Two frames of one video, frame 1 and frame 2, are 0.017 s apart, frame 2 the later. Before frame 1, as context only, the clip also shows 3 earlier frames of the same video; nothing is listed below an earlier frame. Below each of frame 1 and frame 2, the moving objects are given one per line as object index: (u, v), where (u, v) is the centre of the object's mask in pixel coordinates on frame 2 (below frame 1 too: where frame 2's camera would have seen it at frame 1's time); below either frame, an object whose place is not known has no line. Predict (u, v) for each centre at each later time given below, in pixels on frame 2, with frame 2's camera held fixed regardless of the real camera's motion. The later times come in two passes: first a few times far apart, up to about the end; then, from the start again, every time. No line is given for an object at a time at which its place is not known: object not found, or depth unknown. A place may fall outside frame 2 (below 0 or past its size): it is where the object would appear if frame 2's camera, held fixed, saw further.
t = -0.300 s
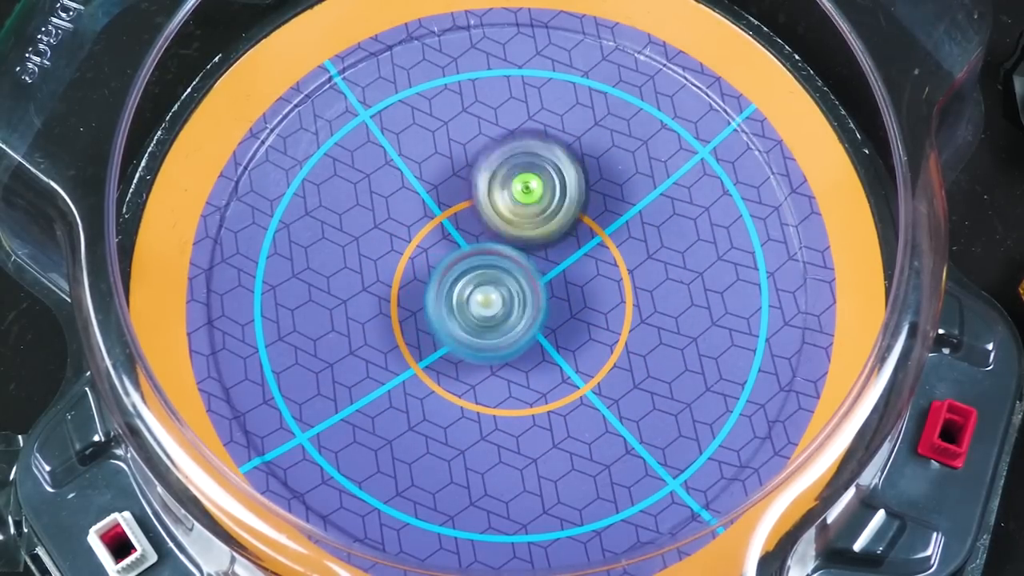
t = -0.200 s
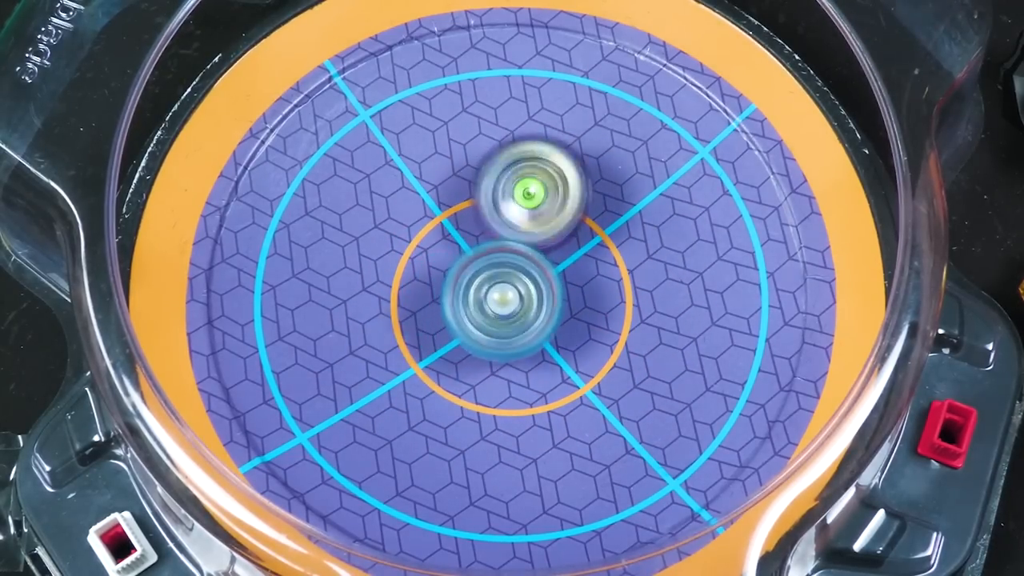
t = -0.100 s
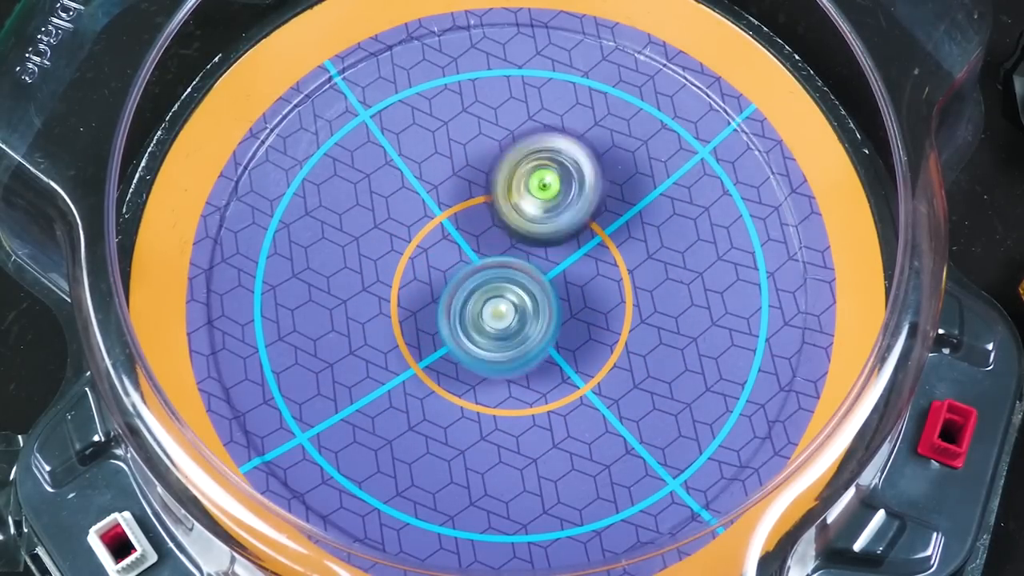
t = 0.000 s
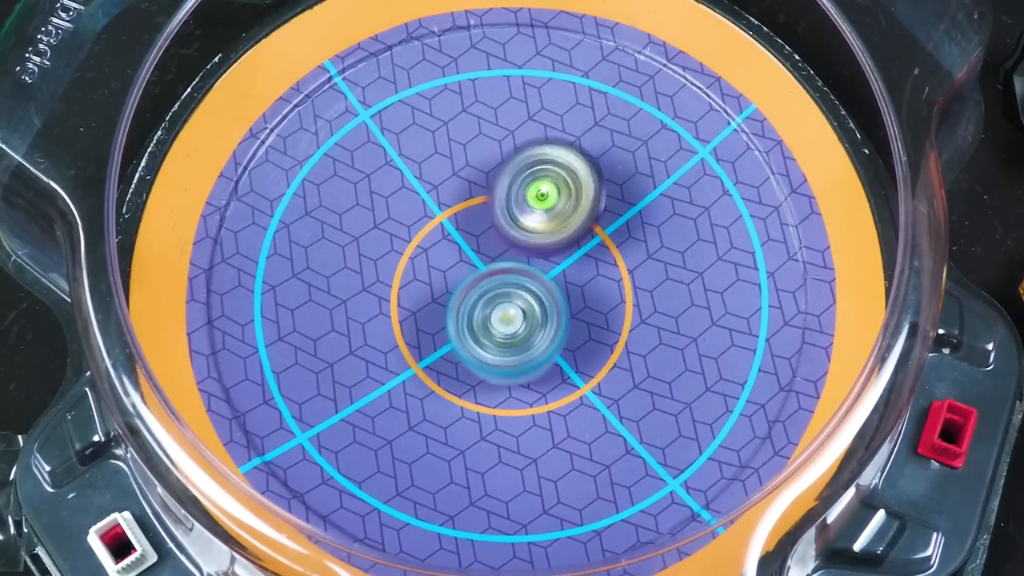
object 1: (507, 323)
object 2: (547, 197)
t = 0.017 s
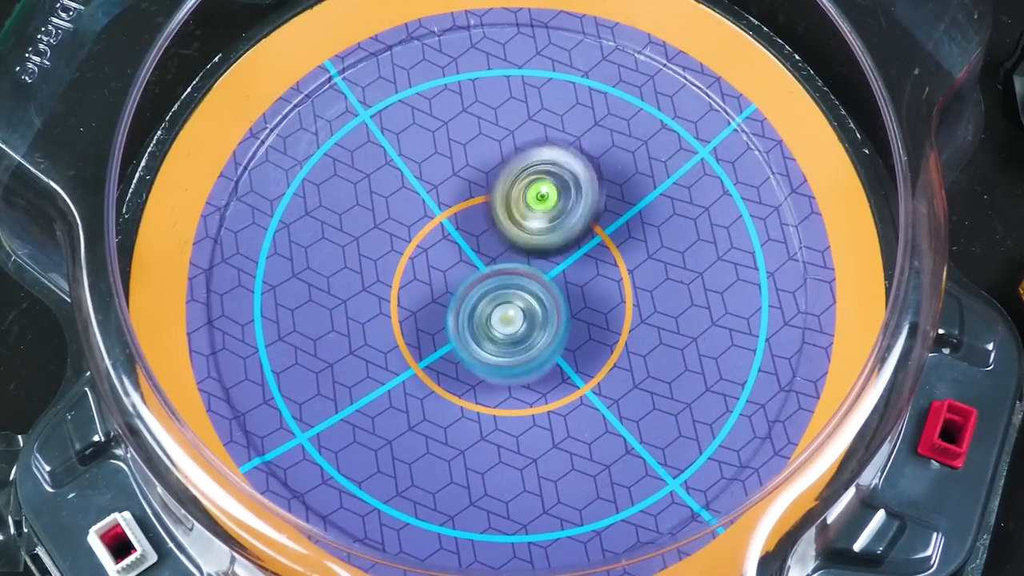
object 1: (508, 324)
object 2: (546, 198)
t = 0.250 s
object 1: (507, 341)
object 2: (532, 214)
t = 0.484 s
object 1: (494, 340)
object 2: (502, 222)
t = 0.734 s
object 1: (482, 331)
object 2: (490, 198)
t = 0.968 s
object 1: (492, 307)
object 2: (498, 186)
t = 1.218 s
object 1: (467, 330)
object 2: (546, 164)
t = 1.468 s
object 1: (459, 349)
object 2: (561, 178)
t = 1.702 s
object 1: (436, 357)
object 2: (529, 267)
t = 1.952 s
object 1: (413, 346)
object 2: (513, 284)
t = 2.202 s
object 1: (444, 223)
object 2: (561, 273)
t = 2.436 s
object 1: (555, 131)
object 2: (571, 275)
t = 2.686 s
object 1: (612, 182)
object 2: (539, 275)
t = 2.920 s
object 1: (647, 300)
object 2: (468, 250)
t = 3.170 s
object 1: (521, 404)
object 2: (487, 227)
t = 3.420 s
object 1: (380, 327)
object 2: (524, 258)
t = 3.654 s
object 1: (389, 201)
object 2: (503, 302)
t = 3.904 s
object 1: (518, 158)
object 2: (475, 283)
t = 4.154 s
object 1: (616, 228)
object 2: (502, 258)
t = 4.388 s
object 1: (600, 377)
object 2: (516, 257)
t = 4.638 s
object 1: (588, 411)
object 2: (501, 266)
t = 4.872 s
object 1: (592, 388)
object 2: (500, 260)
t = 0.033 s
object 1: (510, 324)
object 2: (545, 200)
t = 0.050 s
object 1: (510, 325)
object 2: (544, 202)
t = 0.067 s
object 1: (511, 325)
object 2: (543, 205)
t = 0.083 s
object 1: (512, 326)
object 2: (542, 206)
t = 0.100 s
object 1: (513, 327)
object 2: (541, 208)
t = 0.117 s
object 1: (513, 329)
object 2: (540, 209)
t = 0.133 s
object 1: (512, 332)
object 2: (541, 208)
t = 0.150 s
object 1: (511, 335)
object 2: (540, 208)
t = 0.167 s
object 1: (509, 337)
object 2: (540, 208)
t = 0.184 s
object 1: (509, 338)
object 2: (538, 210)
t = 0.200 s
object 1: (508, 340)
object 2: (537, 211)
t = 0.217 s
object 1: (508, 340)
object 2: (536, 211)
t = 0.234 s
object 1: (507, 341)
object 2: (534, 213)
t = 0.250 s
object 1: (507, 341)
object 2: (532, 214)
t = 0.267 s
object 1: (507, 341)
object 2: (531, 217)
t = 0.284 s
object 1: (506, 342)
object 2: (528, 217)
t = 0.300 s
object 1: (506, 342)
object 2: (527, 218)
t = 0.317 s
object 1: (505, 342)
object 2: (524, 220)
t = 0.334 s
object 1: (505, 341)
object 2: (521, 221)
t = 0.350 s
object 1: (504, 341)
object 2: (518, 223)
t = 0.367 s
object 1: (503, 340)
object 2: (516, 223)
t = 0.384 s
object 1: (503, 340)
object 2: (513, 224)
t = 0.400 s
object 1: (501, 341)
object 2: (510, 224)
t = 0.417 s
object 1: (499, 341)
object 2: (510, 223)
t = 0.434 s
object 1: (498, 342)
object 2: (508, 222)
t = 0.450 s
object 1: (495, 341)
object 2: (505, 221)
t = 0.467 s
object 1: (495, 341)
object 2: (505, 221)
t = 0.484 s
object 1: (494, 340)
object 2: (502, 222)
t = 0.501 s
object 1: (494, 339)
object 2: (501, 221)
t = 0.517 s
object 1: (493, 338)
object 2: (498, 221)
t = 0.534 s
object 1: (491, 337)
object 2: (496, 220)
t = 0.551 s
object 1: (492, 336)
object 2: (496, 220)
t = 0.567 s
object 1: (490, 336)
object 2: (493, 219)
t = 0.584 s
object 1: (490, 334)
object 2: (494, 217)
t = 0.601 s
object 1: (488, 334)
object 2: (493, 217)
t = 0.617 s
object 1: (487, 332)
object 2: (491, 214)
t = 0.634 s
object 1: (487, 332)
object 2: (493, 213)
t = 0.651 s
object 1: (486, 331)
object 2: (490, 211)
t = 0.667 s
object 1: (485, 332)
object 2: (492, 208)
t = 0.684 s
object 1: (483, 333)
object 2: (492, 206)
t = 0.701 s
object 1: (482, 333)
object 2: (491, 201)
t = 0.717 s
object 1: (483, 332)
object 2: (492, 200)
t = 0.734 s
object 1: (482, 331)
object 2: (490, 198)
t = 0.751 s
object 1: (483, 328)
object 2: (492, 196)
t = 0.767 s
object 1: (483, 327)
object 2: (491, 195)
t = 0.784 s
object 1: (483, 325)
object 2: (490, 193)
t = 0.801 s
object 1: (485, 324)
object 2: (493, 192)
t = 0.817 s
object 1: (484, 323)
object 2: (490, 191)
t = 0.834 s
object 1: (485, 320)
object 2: (492, 188)
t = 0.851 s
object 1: (486, 319)
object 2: (494, 189)
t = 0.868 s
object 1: (486, 317)
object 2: (493, 187)
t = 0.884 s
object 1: (488, 316)
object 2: (494, 187)
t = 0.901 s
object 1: (488, 314)
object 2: (493, 187)
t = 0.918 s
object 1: (488, 311)
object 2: (495, 186)
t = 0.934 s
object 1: (490, 310)
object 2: (496, 187)
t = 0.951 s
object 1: (490, 308)
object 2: (495, 186)
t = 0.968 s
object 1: (492, 307)
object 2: (498, 186)
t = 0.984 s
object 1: (492, 305)
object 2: (497, 188)
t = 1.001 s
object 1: (493, 302)
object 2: (498, 186)
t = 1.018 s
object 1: (494, 301)
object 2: (500, 187)
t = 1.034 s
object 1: (495, 300)
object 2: (500, 187)
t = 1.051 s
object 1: (496, 297)
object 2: (503, 186)
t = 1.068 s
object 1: (494, 297)
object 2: (504, 187)
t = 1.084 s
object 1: (494, 299)
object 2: (507, 186)
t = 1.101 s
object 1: (493, 299)
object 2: (511, 187)
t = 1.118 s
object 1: (493, 300)
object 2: (512, 188)
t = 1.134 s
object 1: (494, 298)
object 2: (513, 187)
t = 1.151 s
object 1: (495, 297)
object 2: (515, 190)
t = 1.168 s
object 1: (492, 301)
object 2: (518, 189)
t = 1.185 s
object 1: (483, 312)
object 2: (531, 181)
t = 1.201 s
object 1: (474, 322)
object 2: (539, 172)
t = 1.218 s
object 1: (467, 330)
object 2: (546, 164)
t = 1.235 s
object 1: (462, 336)
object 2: (556, 156)
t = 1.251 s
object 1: (457, 339)
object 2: (560, 152)
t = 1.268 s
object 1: (454, 341)
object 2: (563, 151)
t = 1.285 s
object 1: (453, 344)
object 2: (568, 148)
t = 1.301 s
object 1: (453, 344)
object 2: (570, 150)
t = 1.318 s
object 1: (453, 345)
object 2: (568, 152)
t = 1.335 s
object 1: (455, 346)
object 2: (567, 152)
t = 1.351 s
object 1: (456, 347)
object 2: (567, 154)
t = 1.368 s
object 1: (455, 348)
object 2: (565, 156)
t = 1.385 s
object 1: (457, 349)
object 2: (565, 157)
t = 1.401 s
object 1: (457, 349)
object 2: (564, 161)
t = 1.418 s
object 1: (456, 349)
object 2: (563, 164)
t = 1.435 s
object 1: (458, 349)
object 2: (563, 167)
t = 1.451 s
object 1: (458, 349)
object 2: (563, 172)
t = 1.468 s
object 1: (459, 349)
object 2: (561, 178)
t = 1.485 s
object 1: (461, 349)
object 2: (559, 182)
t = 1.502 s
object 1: (461, 349)
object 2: (558, 188)
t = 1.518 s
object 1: (461, 350)
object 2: (555, 197)
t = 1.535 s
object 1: (463, 349)
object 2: (552, 203)
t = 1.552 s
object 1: (463, 348)
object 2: (549, 210)
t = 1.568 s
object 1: (463, 348)
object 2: (546, 220)
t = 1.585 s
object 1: (465, 347)
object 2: (540, 228)
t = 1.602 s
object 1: (466, 346)
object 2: (537, 236)
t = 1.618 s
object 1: (465, 345)
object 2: (532, 245)
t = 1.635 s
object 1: (458, 347)
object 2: (529, 251)
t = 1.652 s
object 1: (451, 351)
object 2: (531, 255)
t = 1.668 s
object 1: (443, 355)
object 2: (532, 258)
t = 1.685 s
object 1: (440, 357)
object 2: (531, 263)
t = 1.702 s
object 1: (436, 357)
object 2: (529, 267)
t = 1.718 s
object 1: (433, 358)
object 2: (528, 270)
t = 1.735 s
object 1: (432, 357)
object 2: (525, 277)
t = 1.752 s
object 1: (425, 357)
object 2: (524, 278)
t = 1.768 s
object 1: (423, 359)
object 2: (527, 281)
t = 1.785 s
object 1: (419, 358)
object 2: (529, 281)
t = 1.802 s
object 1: (417, 358)
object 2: (527, 284)
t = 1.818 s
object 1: (416, 358)
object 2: (525, 284)
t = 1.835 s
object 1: (414, 357)
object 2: (524, 286)
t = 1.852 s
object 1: (414, 356)
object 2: (524, 286)
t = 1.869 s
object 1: (414, 354)
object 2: (520, 286)
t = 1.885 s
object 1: (414, 354)
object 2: (520, 286)
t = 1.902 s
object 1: (413, 351)
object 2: (519, 284)
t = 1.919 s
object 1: (414, 350)
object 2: (516, 286)
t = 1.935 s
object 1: (414, 348)
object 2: (514, 285)
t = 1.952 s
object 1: (413, 346)
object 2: (513, 284)
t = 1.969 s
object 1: (414, 343)
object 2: (514, 283)
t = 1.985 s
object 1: (414, 341)
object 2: (512, 282)
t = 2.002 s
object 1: (416, 339)
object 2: (513, 281)
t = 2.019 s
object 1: (416, 334)
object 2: (517, 282)
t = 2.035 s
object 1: (415, 327)
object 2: (521, 286)
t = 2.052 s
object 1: (414, 318)
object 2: (525, 287)
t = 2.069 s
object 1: (414, 313)
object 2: (528, 285)
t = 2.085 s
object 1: (413, 299)
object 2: (535, 284)
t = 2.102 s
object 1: (417, 290)
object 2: (541, 285)
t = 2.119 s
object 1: (418, 279)
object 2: (542, 283)
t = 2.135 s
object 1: (423, 267)
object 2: (547, 278)
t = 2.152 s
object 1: (427, 257)
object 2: (552, 276)
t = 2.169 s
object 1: (432, 244)
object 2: (558, 274)
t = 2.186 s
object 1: (438, 234)
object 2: (560, 274)
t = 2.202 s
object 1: (444, 223)
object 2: (561, 273)
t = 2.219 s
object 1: (451, 214)
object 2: (564, 272)
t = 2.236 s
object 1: (458, 202)
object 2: (568, 272)
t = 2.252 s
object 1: (466, 194)
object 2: (568, 273)
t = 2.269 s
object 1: (472, 184)
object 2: (569, 273)
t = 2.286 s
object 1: (481, 176)
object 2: (571, 273)
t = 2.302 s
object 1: (488, 169)
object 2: (573, 273)
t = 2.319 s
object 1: (497, 160)
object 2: (573, 275)
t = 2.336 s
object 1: (506, 154)
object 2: (571, 274)
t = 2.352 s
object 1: (514, 147)
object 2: (572, 273)
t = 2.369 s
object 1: (523, 144)
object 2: (572, 274)
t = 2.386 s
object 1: (530, 139)
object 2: (572, 275)
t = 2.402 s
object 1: (539, 135)
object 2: (570, 275)
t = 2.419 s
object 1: (547, 132)
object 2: (571, 274)
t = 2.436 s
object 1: (555, 131)
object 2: (571, 275)
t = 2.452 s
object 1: (561, 131)
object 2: (571, 276)
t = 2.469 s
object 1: (567, 129)
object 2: (569, 276)
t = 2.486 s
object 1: (573, 129)
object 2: (569, 276)
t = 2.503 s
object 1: (579, 130)
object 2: (568, 275)
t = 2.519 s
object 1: (584, 131)
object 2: (567, 278)
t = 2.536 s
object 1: (588, 134)
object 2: (564, 276)
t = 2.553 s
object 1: (591, 137)
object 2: (564, 279)
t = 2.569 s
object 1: (594, 140)
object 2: (562, 277)
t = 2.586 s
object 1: (597, 144)
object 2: (561, 279)
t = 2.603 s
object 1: (601, 148)
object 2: (554, 278)
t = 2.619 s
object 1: (603, 154)
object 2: (552, 278)
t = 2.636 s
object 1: (605, 159)
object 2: (549, 277)
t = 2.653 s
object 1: (607, 165)
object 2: (546, 278)
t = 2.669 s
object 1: (611, 173)
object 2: (542, 277)
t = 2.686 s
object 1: (612, 182)
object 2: (539, 275)
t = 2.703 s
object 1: (614, 189)
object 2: (534, 275)
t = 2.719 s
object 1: (622, 195)
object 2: (527, 276)
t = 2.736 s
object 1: (629, 204)
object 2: (517, 277)
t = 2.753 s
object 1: (635, 210)
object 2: (506, 275)
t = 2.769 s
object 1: (641, 217)
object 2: (498, 275)
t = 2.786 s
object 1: (645, 225)
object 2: (493, 273)
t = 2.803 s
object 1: (649, 233)
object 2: (488, 271)
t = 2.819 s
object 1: (652, 242)
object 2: (481, 269)
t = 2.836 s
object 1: (652, 251)
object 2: (479, 265)
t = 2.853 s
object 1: (653, 259)
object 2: (475, 262)
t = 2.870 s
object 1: (654, 270)
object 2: (473, 259)
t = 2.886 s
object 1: (651, 280)
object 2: (473, 258)
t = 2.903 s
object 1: (649, 291)
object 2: (471, 255)
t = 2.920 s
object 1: (647, 300)
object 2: (468, 250)
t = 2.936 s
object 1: (644, 312)
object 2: (467, 246)
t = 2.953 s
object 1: (639, 321)
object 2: (467, 243)
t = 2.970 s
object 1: (635, 331)
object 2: (467, 242)
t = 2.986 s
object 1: (630, 341)
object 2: (467, 240)
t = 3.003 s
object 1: (622, 350)
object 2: (467, 237)
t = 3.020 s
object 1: (615, 359)
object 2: (469, 234)
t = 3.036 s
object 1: (608, 368)
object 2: (470, 232)
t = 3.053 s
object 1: (599, 375)
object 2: (472, 231)
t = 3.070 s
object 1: (588, 382)
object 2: (472, 232)
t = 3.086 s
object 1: (579, 387)
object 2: (475, 230)
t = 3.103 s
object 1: (569, 392)
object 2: (478, 227)
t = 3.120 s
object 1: (556, 397)
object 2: (481, 226)
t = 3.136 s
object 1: (543, 400)
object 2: (482, 226)
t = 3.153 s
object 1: (532, 403)
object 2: (484, 227)
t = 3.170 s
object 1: (521, 404)
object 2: (487, 227)
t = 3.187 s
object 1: (509, 404)
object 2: (490, 226)
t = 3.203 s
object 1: (497, 404)
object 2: (493, 228)
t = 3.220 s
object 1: (486, 403)
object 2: (497, 228)
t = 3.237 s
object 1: (476, 401)
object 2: (499, 230)
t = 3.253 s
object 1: (463, 397)
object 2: (502, 230)
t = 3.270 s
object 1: (451, 393)
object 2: (504, 232)
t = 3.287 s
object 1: (442, 388)
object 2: (509, 234)
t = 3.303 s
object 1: (432, 384)
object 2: (511, 237)
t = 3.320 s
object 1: (422, 376)
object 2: (514, 239)
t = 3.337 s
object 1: (413, 370)
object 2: (515, 242)
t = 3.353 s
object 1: (406, 362)
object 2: (518, 246)
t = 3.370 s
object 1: (399, 355)
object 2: (519, 249)
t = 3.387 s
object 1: (391, 346)
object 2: (520, 252)
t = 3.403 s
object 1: (384, 335)
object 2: (522, 255)
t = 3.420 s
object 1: (380, 327)
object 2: (524, 258)
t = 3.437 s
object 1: (376, 318)
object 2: (525, 262)
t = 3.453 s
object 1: (372, 309)
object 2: (524, 268)
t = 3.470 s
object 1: (368, 299)
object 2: (524, 271)
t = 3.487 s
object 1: (366, 288)
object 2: (523, 275)
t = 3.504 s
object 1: (365, 279)
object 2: (522, 278)
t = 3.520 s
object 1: (366, 271)
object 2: (522, 283)
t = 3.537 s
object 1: (366, 261)
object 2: (519, 286)
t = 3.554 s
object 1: (366, 251)
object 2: (518, 291)
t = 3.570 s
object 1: (369, 241)
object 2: (515, 292)
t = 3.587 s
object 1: (373, 233)
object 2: (514, 297)
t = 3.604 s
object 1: (375, 224)
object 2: (510, 298)
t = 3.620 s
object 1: (378, 216)
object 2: (507, 299)
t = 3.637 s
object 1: (382, 208)
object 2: (505, 303)
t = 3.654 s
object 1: (389, 201)
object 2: (503, 302)
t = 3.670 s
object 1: (396, 196)
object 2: (499, 306)
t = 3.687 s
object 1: (402, 190)
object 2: (496, 306)
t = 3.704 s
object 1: (409, 183)
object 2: (493, 304)
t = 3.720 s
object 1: (416, 178)
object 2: (491, 305)
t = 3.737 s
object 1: (426, 173)
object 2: (488, 304)
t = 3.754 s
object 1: (433, 169)
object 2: (487, 304)
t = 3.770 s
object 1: (441, 164)
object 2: (484, 303)
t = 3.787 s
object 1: (450, 161)
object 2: (483, 299)
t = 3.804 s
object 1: (460, 158)
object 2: (481, 298)
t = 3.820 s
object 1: (470, 158)
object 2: (478, 295)
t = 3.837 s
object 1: (478, 158)
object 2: (477, 294)
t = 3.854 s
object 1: (488, 157)
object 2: (475, 293)
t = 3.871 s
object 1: (498, 157)
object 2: (475, 290)
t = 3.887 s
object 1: (508, 157)
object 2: (475, 287)
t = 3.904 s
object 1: (518, 158)
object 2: (475, 283)
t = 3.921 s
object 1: (527, 159)
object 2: (475, 281)
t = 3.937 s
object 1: (536, 161)
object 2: (476, 280)
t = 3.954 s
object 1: (544, 164)
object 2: (476, 279)
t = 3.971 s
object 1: (553, 166)
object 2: (476, 275)
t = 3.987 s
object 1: (561, 169)
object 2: (478, 272)
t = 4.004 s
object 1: (569, 172)
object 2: (480, 269)
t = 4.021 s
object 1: (576, 175)
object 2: (481, 268)
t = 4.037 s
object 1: (583, 179)
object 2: (482, 267)
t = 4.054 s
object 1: (590, 184)
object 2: (483, 265)
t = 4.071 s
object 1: (595, 192)
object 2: (486, 263)
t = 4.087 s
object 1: (602, 199)
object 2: (491, 261)
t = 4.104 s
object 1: (605, 206)
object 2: (493, 260)
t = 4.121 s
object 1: (609, 214)
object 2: (496, 259)
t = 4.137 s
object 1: (613, 221)
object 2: (498, 258)
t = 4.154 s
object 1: (616, 228)
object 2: (502, 258)
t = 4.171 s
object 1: (620, 236)
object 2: (505, 256)
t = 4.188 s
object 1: (622, 244)
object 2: (511, 254)
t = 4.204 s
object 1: (620, 257)
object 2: (511, 251)
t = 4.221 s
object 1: (621, 270)
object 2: (514, 248)
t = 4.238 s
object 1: (623, 283)
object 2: (518, 246)
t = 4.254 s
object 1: (623, 294)
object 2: (520, 245)
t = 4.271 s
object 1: (622, 307)
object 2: (521, 248)
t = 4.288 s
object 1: (618, 319)
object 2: (523, 250)
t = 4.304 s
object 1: (614, 330)
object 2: (522, 250)
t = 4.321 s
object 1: (610, 340)
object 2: (522, 253)
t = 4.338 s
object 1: (608, 350)
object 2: (520, 255)
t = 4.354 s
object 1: (605, 359)
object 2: (516, 257)
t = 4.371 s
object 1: (603, 368)
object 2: (515, 258)
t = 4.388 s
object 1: (600, 377)
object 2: (516, 257)
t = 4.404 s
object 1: (597, 386)
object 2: (516, 258)
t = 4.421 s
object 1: (594, 394)
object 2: (517, 259)
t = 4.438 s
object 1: (593, 400)
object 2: (516, 258)
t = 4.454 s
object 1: (590, 406)
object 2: (514, 260)
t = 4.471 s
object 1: (589, 411)
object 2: (513, 262)
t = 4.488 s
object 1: (587, 415)
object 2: (512, 263)
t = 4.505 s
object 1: (587, 417)
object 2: (511, 264)
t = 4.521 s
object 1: (587, 419)
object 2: (511, 265)
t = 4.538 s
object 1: (587, 419)
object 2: (510, 264)
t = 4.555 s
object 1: (587, 419)
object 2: (509, 264)
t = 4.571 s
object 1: (587, 419)
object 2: (508, 265)
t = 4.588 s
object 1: (587, 418)
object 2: (506, 265)
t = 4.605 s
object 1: (587, 415)
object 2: (504, 265)
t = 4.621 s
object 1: (588, 413)
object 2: (502, 266)
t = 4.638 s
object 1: (588, 411)
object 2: (501, 266)
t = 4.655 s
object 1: (589, 408)
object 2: (500, 266)
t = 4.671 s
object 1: (591, 405)
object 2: (498, 266)
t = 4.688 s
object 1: (593, 402)
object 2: (499, 263)
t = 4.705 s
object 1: (595, 399)
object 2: (500, 262)
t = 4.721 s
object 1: (598, 395)
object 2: (500, 262)
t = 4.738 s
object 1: (600, 393)
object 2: (500, 262)
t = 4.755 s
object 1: (601, 390)
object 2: (498, 261)
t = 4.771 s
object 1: (602, 389)
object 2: (498, 262)
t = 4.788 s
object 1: (602, 388)
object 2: (499, 262)
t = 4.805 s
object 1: (601, 387)
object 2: (500, 261)
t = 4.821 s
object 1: (600, 387)
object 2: (500, 261)
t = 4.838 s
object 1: (598, 387)
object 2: (501, 260)
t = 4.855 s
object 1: (595, 388)
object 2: (501, 259)
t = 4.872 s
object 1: (592, 388)
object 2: (500, 260)
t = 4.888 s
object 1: (589, 390)
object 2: (499, 260)
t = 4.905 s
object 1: (587, 391)
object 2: (500, 261)
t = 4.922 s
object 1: (585, 392)
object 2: (500, 261)
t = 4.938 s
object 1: (584, 393)
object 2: (501, 261)
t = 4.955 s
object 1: (584, 394)
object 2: (501, 261)
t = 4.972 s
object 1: (583, 394)
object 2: (502, 261)
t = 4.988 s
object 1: (584, 394)
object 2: (503, 261)
